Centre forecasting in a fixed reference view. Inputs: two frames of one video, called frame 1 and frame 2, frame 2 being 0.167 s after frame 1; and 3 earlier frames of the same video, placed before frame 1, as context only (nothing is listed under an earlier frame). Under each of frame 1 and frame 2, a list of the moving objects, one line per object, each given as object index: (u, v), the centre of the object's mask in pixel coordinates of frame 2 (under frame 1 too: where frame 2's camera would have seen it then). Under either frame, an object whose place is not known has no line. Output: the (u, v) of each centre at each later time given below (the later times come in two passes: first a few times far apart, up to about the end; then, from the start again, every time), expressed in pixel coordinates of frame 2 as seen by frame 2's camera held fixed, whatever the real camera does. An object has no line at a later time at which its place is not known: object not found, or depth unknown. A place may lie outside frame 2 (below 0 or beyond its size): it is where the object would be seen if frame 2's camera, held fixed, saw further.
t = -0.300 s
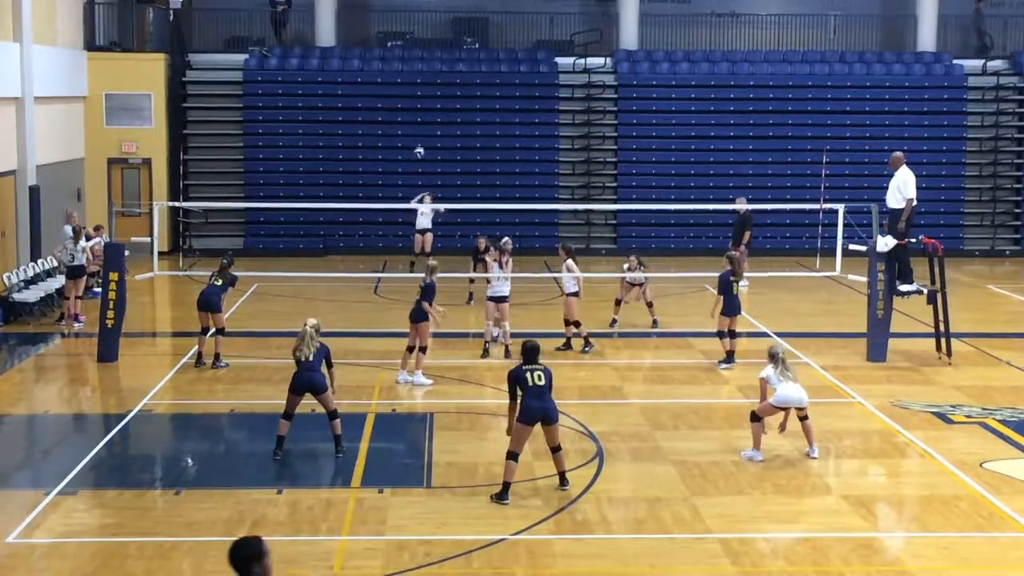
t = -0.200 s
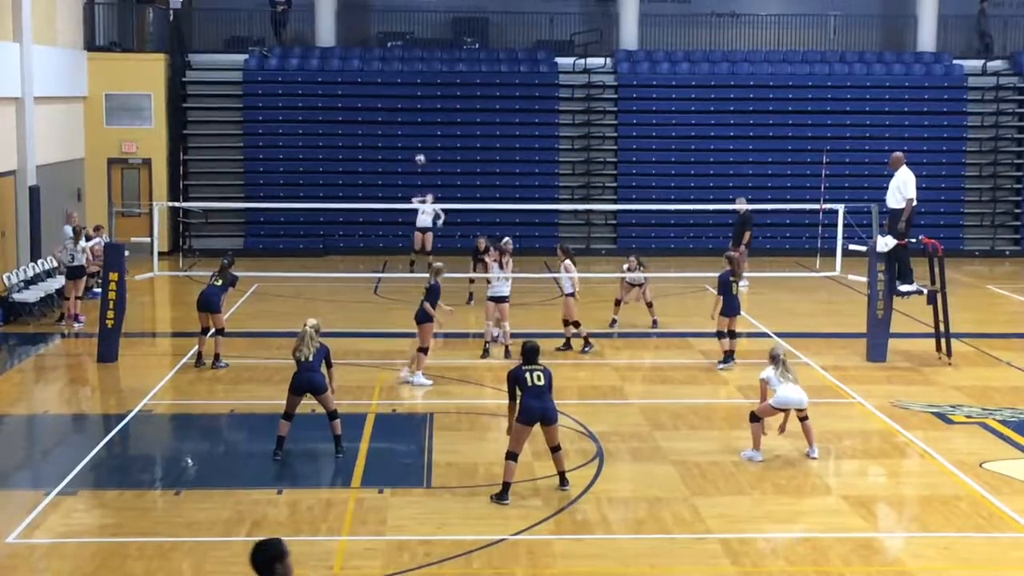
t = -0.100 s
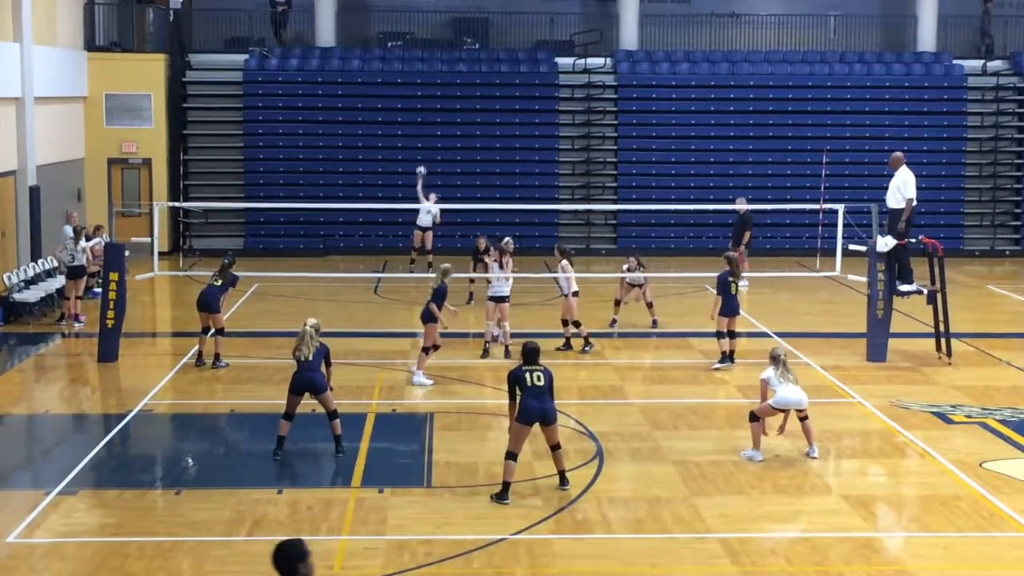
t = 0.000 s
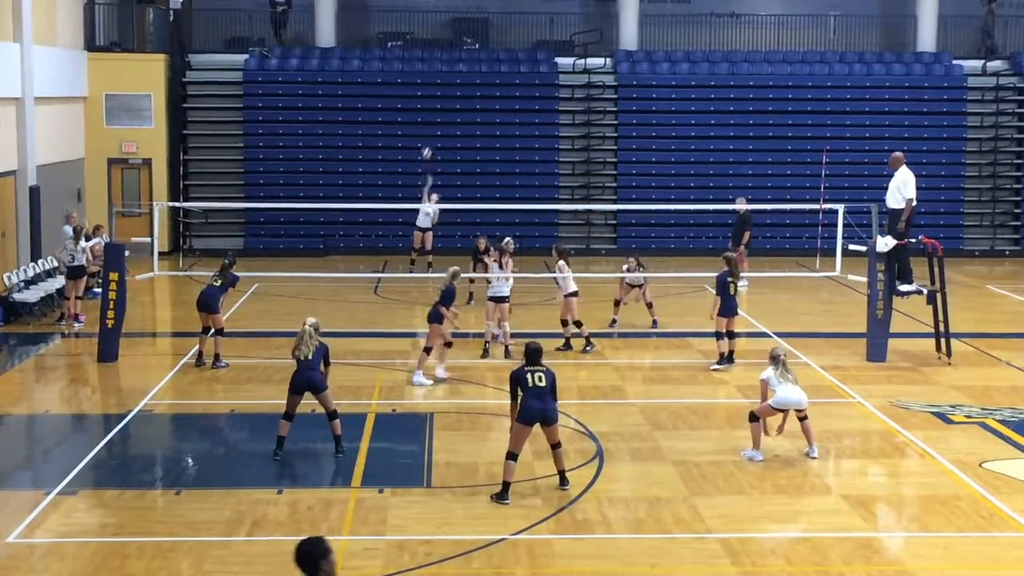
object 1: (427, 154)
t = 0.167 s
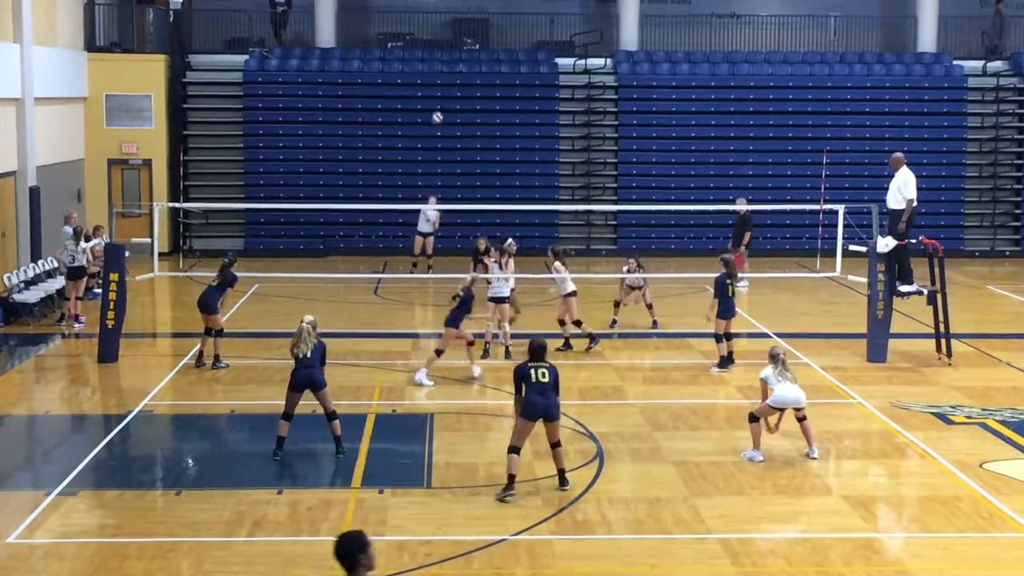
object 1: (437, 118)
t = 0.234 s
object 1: (441, 106)
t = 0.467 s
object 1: (459, 86)
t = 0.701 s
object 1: (480, 96)
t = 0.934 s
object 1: (503, 150)
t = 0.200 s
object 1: (439, 112)
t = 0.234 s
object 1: (441, 106)
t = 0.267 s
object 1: (443, 102)
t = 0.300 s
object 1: (446, 97)
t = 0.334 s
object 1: (449, 94)
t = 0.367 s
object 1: (452, 92)
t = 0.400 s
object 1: (454, 88)
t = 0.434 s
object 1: (457, 87)
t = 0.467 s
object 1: (459, 86)
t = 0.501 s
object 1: (462, 85)
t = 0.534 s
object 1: (463, 85)
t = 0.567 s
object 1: (468, 86)
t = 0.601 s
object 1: (471, 88)
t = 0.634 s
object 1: (474, 90)
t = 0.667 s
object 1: (477, 93)
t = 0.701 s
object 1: (480, 96)
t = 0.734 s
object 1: (484, 101)
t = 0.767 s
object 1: (487, 106)
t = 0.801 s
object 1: (491, 113)
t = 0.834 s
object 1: (493, 120)
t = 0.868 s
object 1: (497, 129)
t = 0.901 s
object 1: (500, 139)
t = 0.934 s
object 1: (503, 150)
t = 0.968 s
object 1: (507, 161)
